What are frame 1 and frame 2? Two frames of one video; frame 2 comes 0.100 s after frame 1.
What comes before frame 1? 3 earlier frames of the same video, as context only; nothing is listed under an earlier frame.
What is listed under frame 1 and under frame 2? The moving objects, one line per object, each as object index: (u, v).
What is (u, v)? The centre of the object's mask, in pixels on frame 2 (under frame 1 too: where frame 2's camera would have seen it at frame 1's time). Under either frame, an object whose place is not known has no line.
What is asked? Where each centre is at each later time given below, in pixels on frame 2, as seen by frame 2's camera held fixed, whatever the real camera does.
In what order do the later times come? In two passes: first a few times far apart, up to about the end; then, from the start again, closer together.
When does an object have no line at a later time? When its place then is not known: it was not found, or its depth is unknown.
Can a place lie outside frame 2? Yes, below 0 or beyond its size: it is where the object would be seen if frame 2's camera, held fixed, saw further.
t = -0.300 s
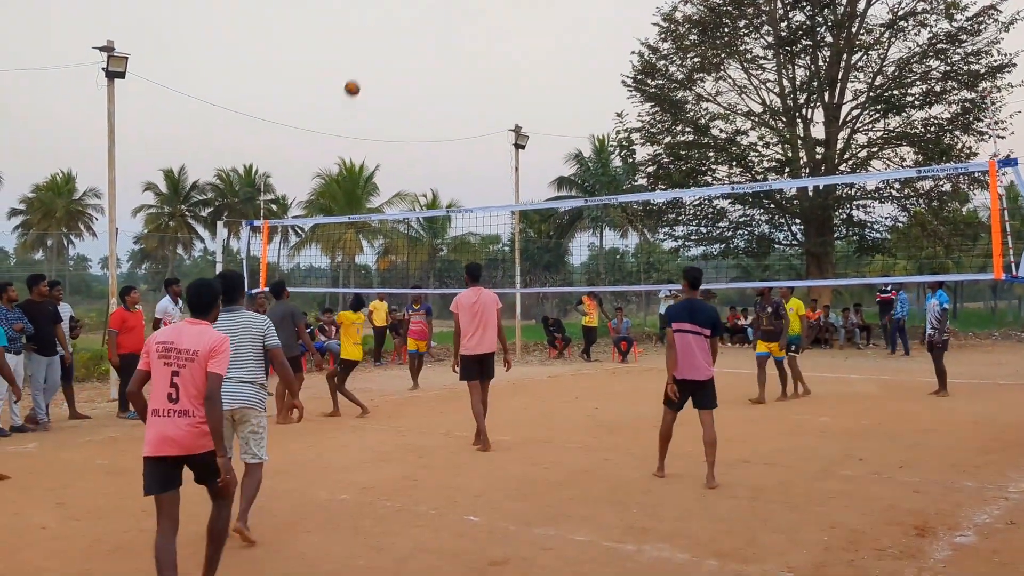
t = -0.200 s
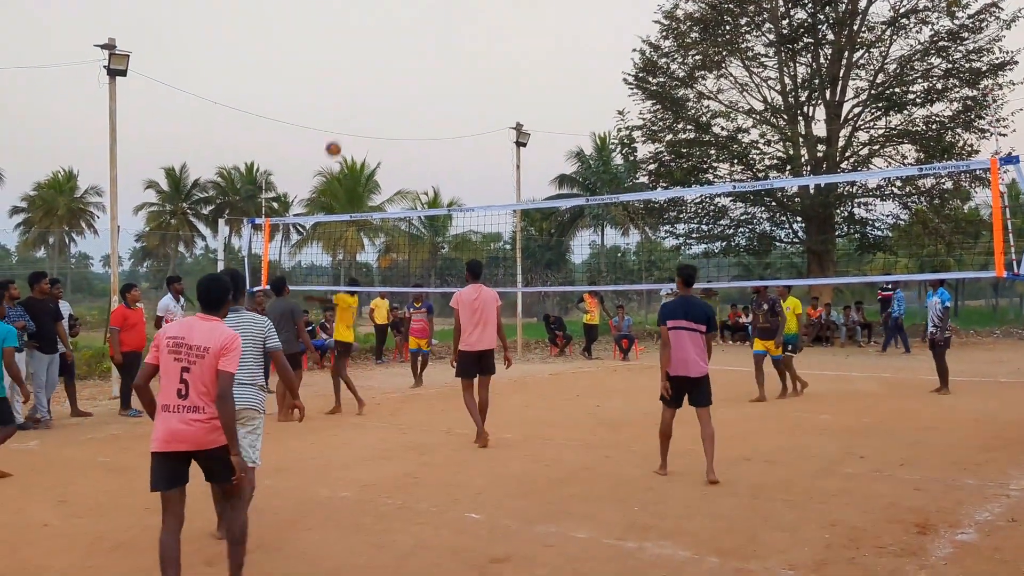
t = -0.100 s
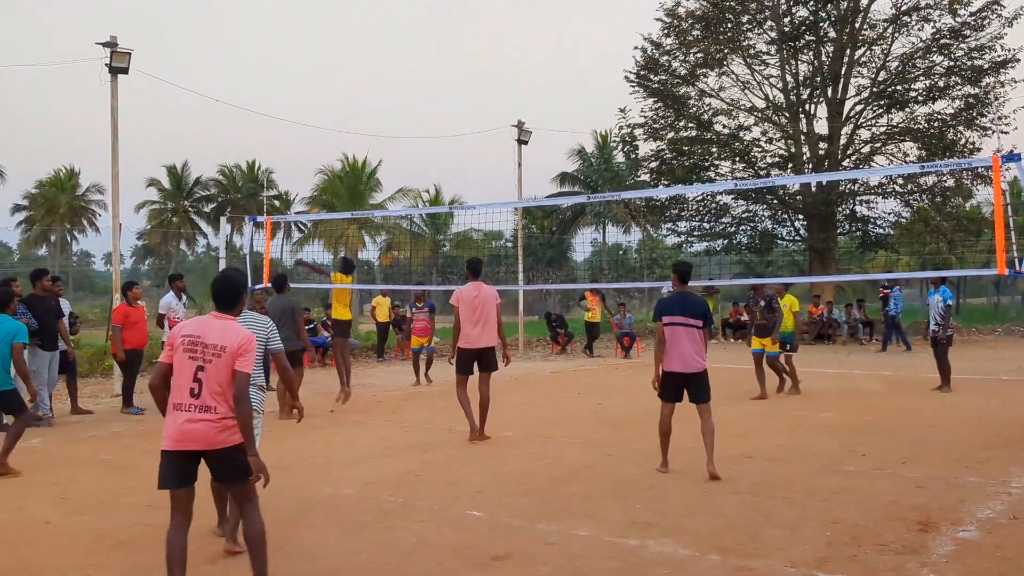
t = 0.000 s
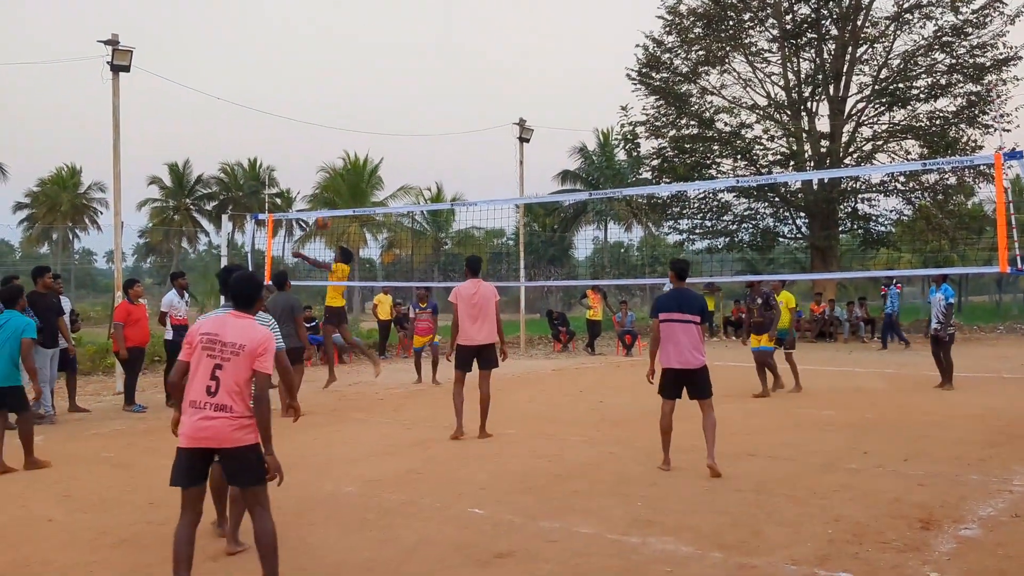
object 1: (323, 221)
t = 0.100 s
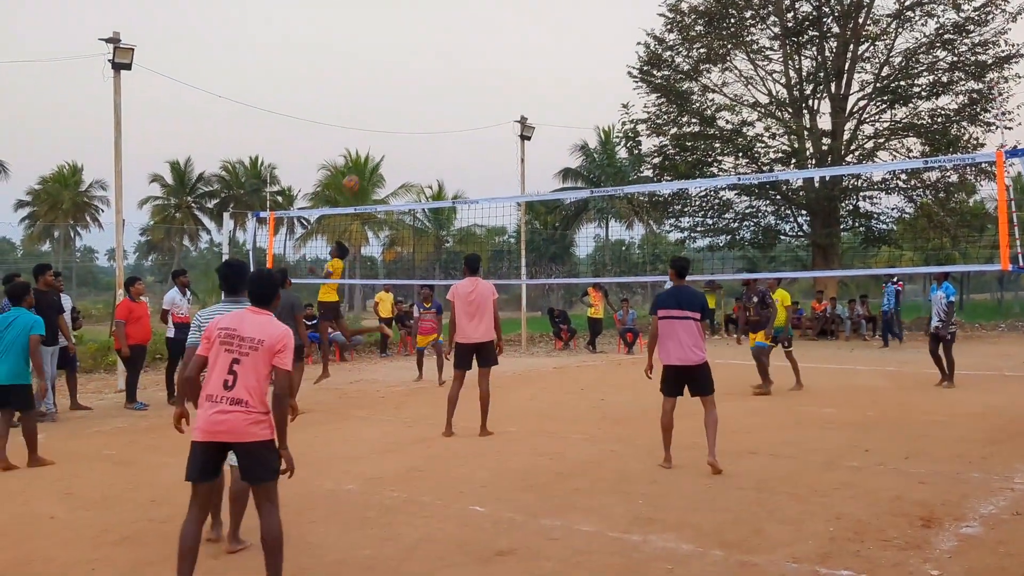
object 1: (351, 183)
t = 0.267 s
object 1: (397, 140)
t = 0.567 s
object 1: (480, 115)
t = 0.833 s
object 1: (552, 152)
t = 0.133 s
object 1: (360, 173)
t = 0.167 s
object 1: (370, 164)
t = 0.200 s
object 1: (379, 155)
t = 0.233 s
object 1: (388, 147)
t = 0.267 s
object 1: (397, 140)
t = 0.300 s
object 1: (407, 134)
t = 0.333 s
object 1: (416, 128)
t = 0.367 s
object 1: (425, 124)
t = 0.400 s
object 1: (434, 120)
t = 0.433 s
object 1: (443, 117)
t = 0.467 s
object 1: (452, 115)
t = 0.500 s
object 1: (462, 114)
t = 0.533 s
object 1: (471, 114)
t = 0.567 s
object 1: (480, 115)
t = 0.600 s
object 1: (489, 117)
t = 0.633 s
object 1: (498, 119)
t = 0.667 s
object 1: (507, 122)
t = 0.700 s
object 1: (516, 127)
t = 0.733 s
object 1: (526, 132)
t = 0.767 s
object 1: (535, 138)
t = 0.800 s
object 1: (543, 145)
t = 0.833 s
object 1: (552, 152)
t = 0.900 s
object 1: (570, 171)
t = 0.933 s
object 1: (579, 180)
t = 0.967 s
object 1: (589, 187)
